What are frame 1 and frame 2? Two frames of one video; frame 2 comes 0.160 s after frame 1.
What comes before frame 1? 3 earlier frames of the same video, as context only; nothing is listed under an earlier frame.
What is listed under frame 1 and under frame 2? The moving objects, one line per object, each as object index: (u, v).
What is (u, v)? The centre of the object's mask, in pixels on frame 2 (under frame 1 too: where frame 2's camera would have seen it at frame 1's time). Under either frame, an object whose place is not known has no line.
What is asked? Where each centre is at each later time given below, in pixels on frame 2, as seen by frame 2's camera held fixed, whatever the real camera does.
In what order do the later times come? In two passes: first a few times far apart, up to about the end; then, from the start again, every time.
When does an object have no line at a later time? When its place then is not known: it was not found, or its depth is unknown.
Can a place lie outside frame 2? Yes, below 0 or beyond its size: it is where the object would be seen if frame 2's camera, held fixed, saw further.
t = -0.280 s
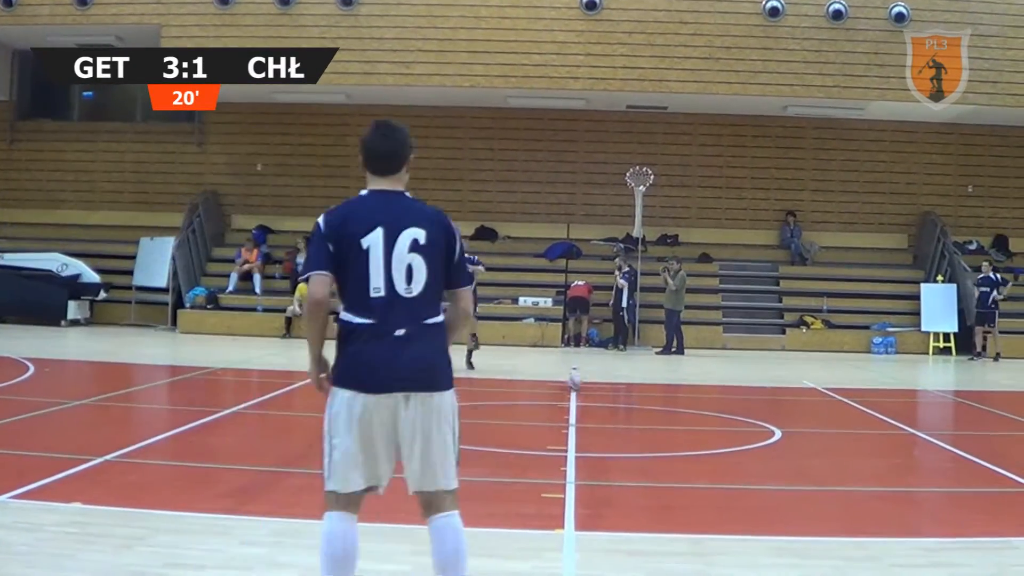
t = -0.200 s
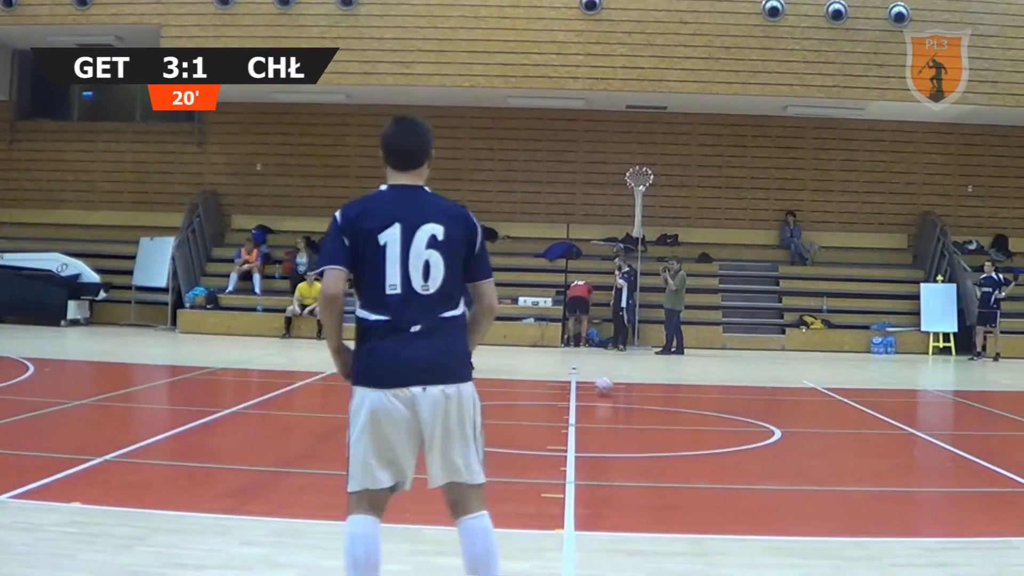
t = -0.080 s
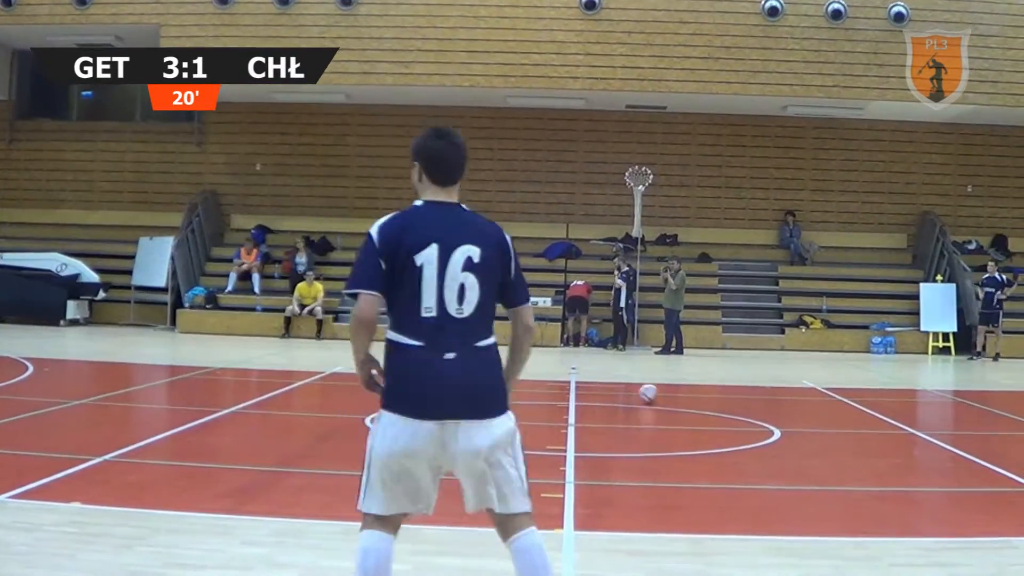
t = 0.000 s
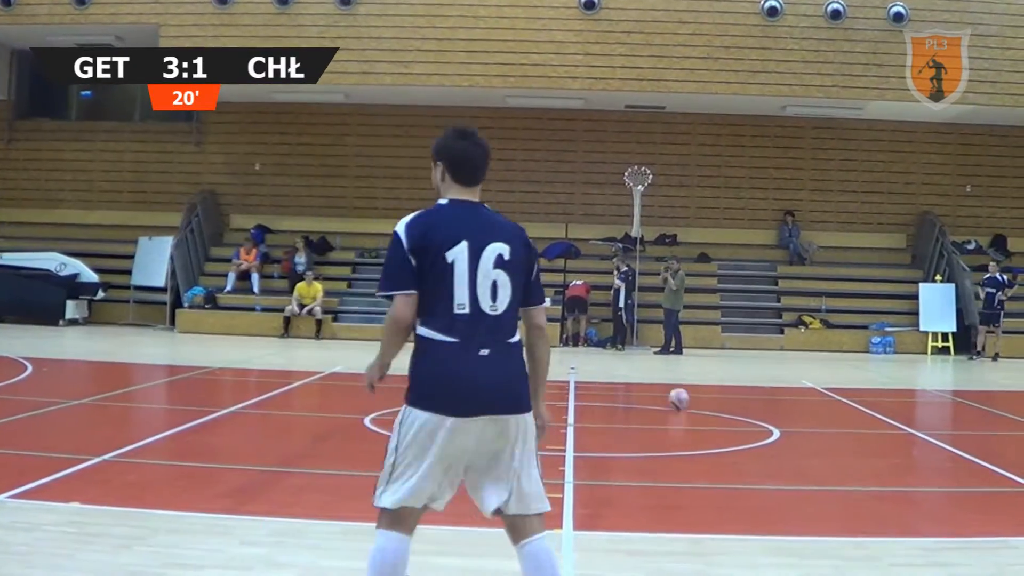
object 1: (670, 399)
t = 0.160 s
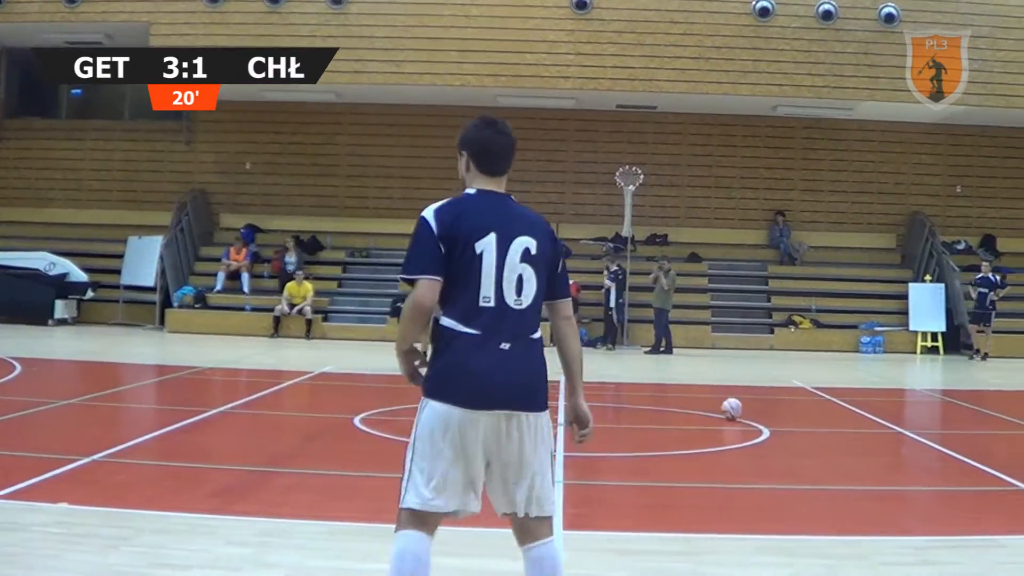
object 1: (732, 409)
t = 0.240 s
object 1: (764, 415)
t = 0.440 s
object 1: (856, 430)
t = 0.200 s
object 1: (747, 412)
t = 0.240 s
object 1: (764, 415)
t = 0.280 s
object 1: (781, 418)
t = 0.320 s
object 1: (799, 421)
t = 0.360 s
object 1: (818, 423)
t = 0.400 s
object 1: (837, 426)
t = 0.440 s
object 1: (856, 430)
